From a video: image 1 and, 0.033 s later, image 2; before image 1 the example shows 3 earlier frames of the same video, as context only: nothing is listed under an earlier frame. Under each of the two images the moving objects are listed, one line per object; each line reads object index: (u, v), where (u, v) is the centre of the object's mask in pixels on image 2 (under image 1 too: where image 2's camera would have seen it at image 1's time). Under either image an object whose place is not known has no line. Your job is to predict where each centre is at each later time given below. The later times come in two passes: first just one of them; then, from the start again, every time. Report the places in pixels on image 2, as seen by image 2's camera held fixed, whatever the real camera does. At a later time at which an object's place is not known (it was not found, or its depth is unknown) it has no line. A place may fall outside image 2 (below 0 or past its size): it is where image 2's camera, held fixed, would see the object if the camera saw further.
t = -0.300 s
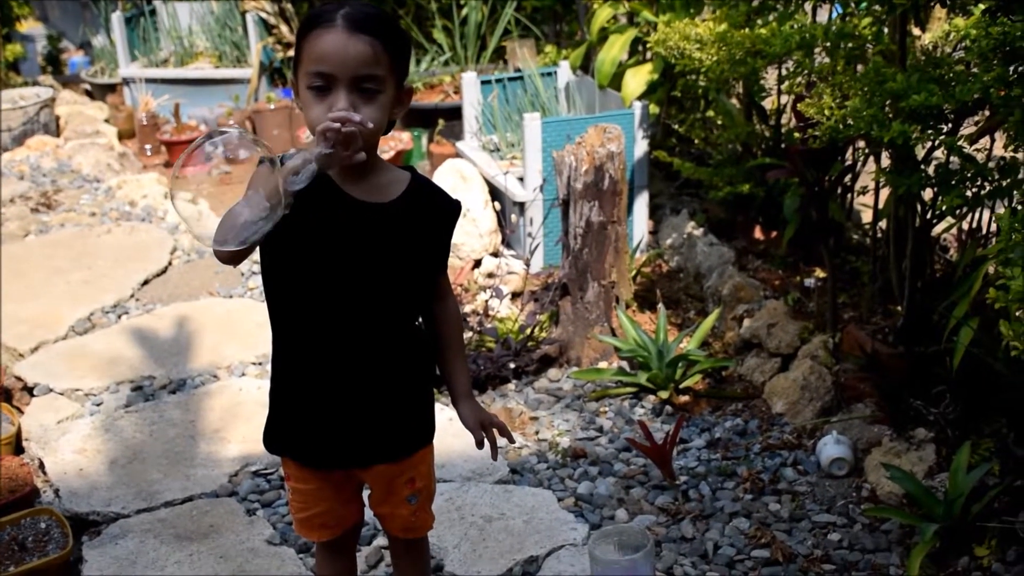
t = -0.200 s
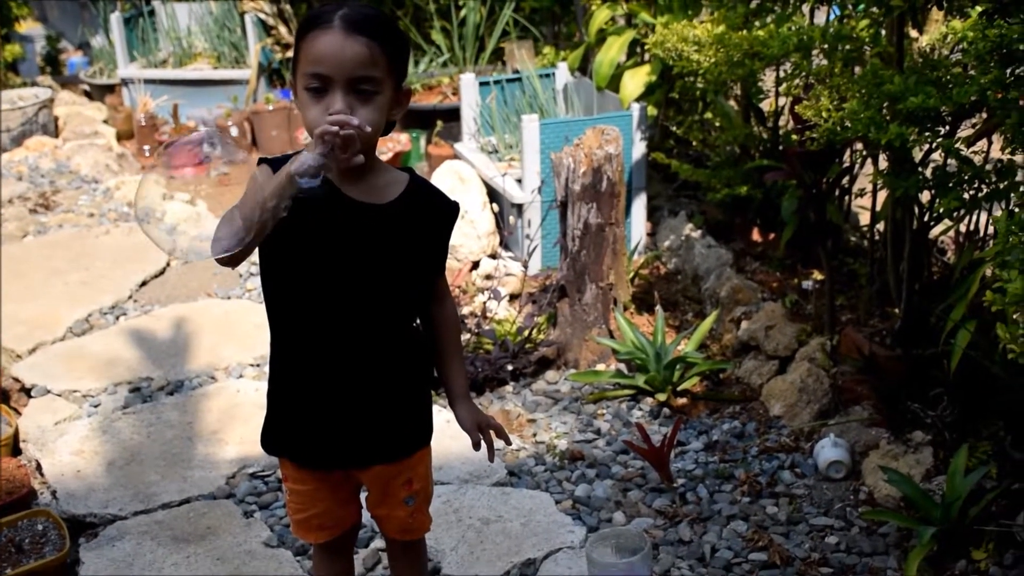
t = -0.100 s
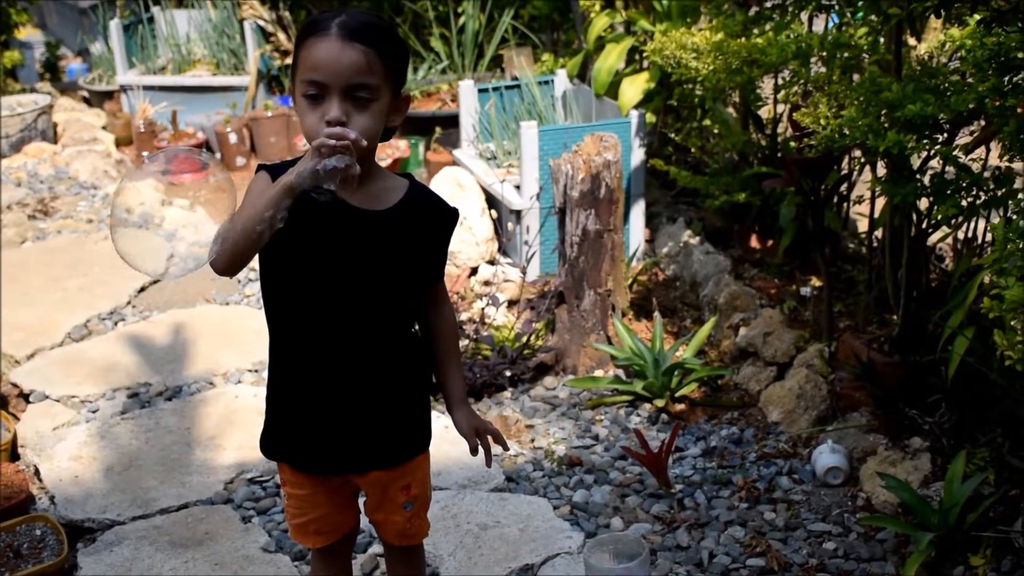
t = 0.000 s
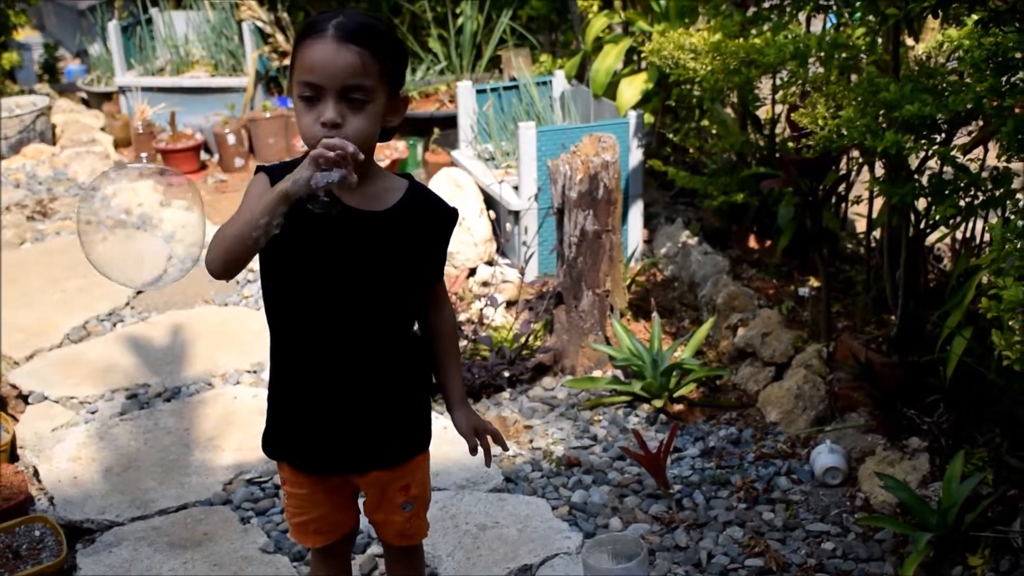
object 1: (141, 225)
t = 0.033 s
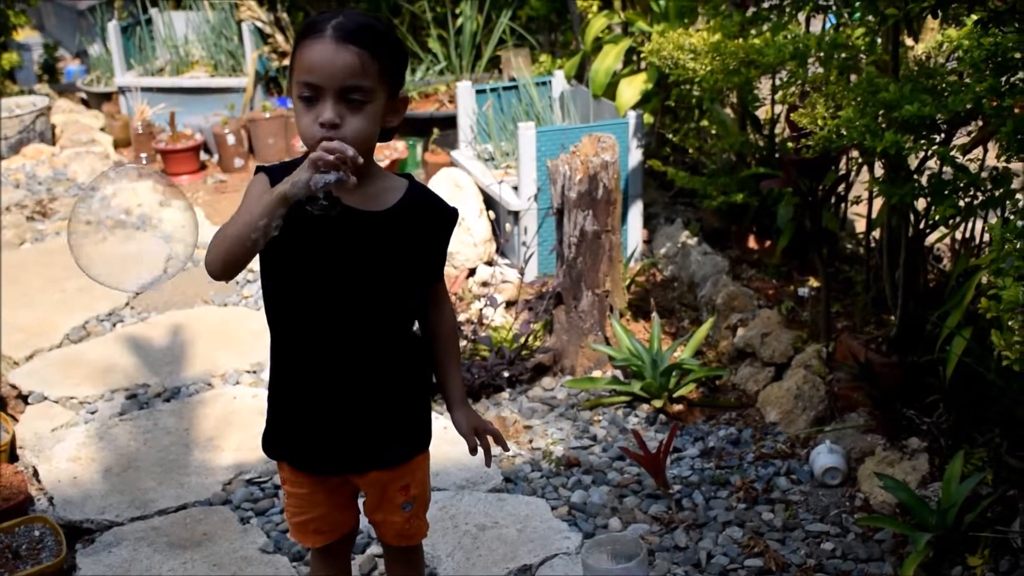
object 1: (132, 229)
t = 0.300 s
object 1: (52, 256)
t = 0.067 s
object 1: (122, 231)
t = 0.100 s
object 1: (113, 234)
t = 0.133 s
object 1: (103, 239)
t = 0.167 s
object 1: (93, 243)
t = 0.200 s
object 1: (81, 246)
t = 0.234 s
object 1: (71, 248)
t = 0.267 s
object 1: (63, 251)
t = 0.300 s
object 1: (52, 256)
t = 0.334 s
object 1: (40, 260)
